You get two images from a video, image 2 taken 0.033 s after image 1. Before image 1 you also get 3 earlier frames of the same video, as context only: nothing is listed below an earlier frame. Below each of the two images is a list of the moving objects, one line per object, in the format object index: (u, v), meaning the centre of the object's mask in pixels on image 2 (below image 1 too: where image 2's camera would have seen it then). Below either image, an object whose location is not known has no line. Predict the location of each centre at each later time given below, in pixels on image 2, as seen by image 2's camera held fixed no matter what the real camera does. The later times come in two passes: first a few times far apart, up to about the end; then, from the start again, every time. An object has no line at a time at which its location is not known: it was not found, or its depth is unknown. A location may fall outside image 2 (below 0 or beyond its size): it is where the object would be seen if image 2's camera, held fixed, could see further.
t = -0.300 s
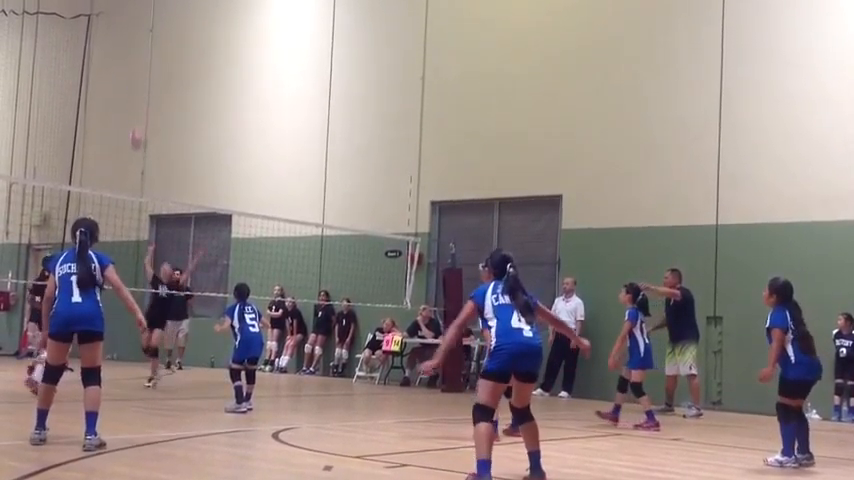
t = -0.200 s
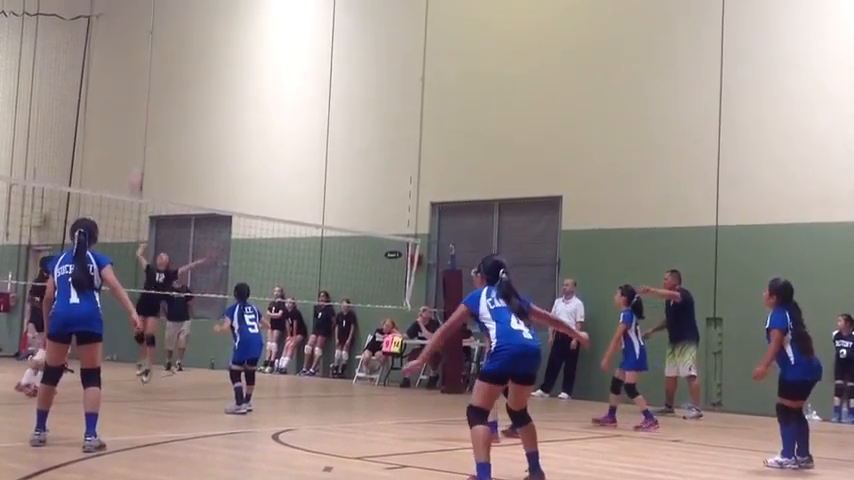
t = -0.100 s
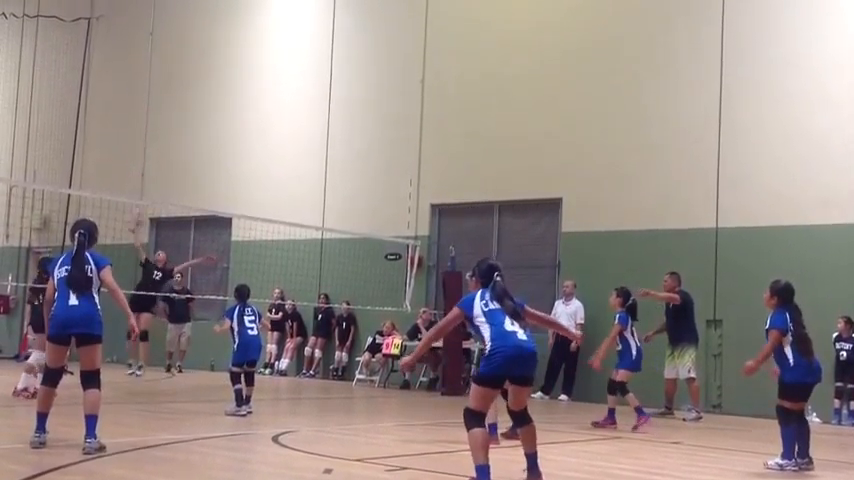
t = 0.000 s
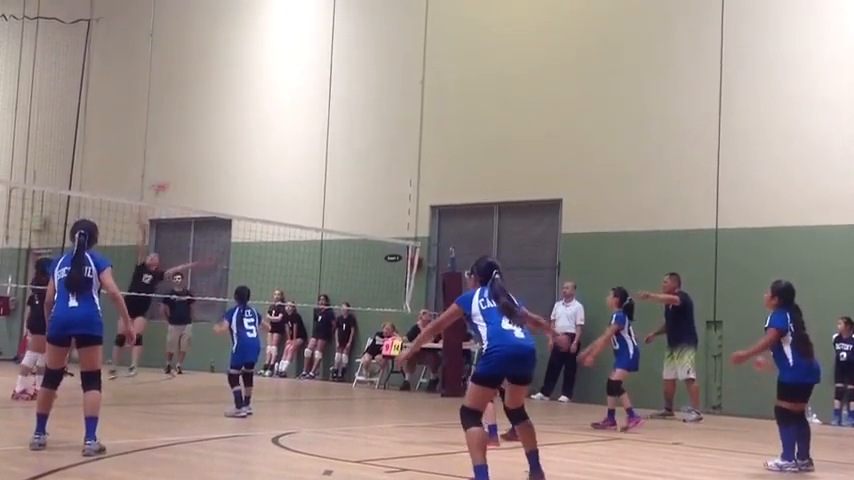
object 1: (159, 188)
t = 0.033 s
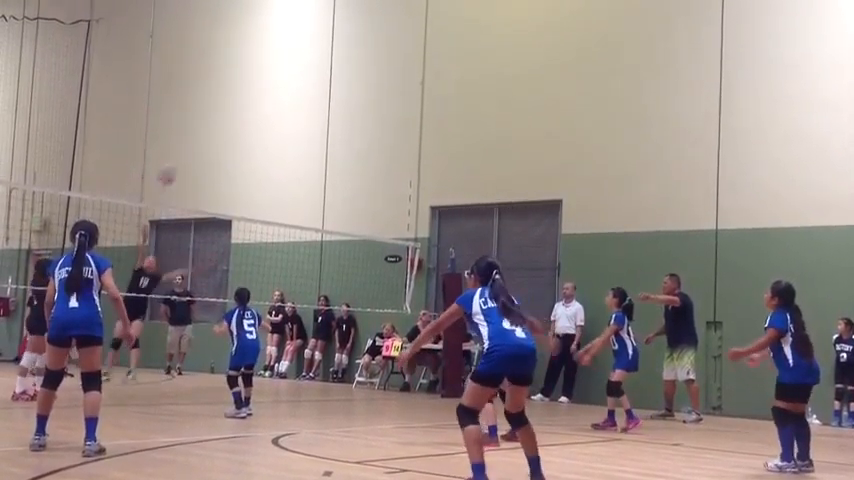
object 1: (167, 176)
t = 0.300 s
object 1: (233, 117)
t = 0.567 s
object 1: (316, 120)
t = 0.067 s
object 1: (175, 166)
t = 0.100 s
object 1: (183, 158)
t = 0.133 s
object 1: (190, 149)
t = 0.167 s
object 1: (199, 140)
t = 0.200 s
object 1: (207, 135)
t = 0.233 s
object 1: (216, 127)
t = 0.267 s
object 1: (224, 121)
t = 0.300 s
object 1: (233, 117)
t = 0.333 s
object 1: (242, 114)
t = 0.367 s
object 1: (252, 111)
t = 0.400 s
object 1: (262, 109)
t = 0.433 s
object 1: (273, 109)
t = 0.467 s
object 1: (283, 110)
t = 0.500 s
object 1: (294, 112)
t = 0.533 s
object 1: (305, 116)
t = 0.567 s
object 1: (316, 120)
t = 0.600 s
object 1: (329, 126)
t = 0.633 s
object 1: (342, 136)
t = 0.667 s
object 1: (356, 143)
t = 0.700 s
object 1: (371, 155)
